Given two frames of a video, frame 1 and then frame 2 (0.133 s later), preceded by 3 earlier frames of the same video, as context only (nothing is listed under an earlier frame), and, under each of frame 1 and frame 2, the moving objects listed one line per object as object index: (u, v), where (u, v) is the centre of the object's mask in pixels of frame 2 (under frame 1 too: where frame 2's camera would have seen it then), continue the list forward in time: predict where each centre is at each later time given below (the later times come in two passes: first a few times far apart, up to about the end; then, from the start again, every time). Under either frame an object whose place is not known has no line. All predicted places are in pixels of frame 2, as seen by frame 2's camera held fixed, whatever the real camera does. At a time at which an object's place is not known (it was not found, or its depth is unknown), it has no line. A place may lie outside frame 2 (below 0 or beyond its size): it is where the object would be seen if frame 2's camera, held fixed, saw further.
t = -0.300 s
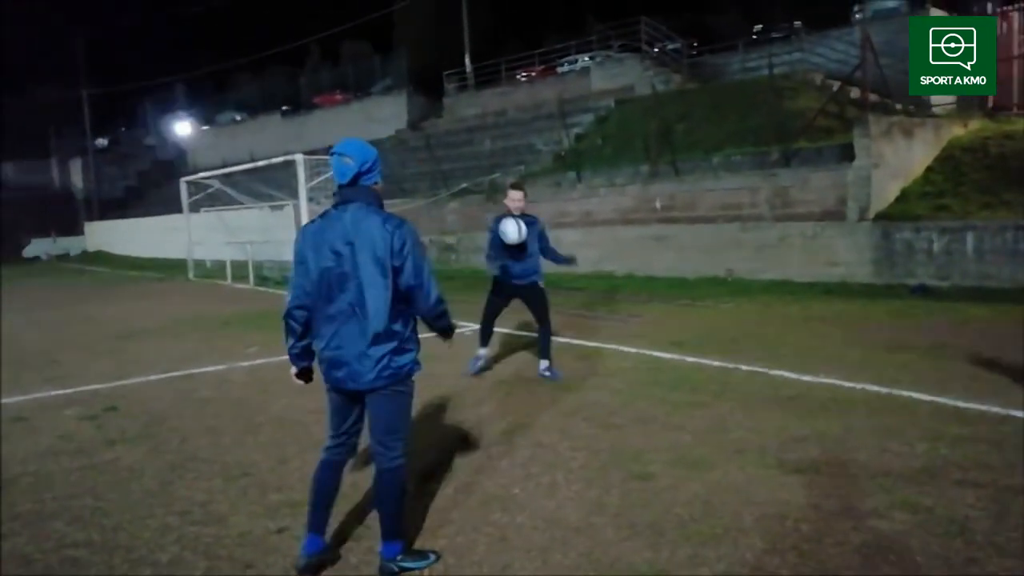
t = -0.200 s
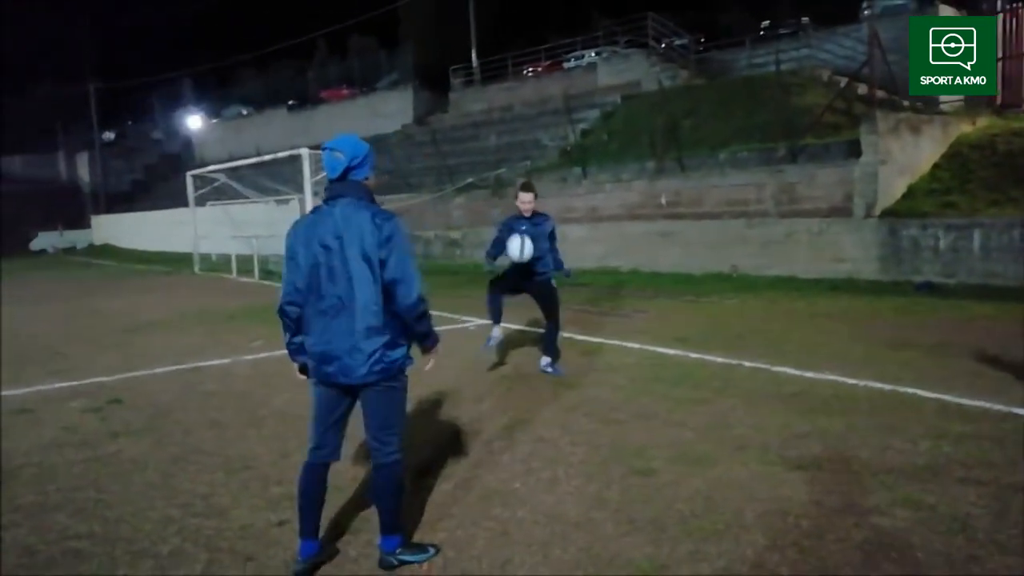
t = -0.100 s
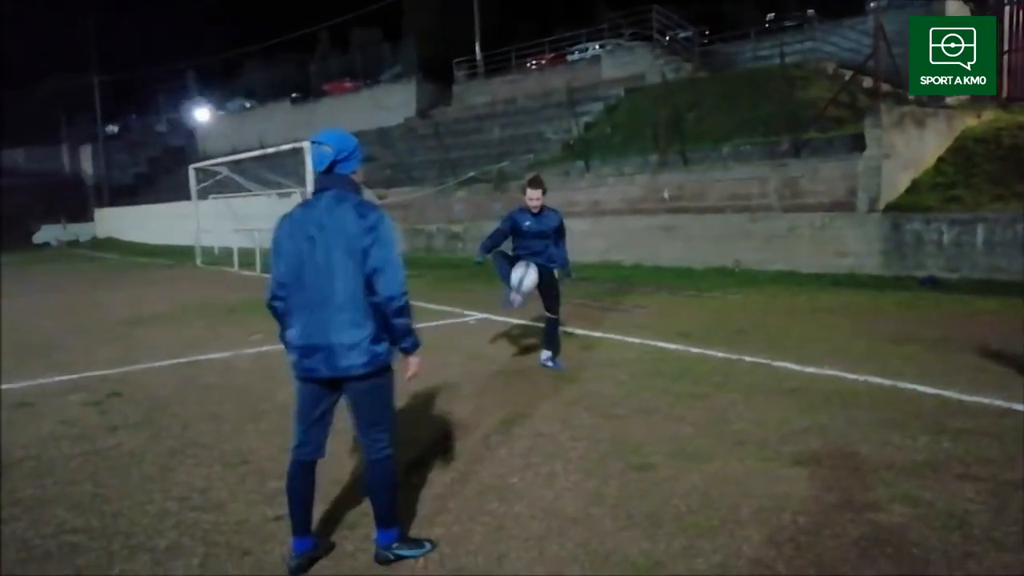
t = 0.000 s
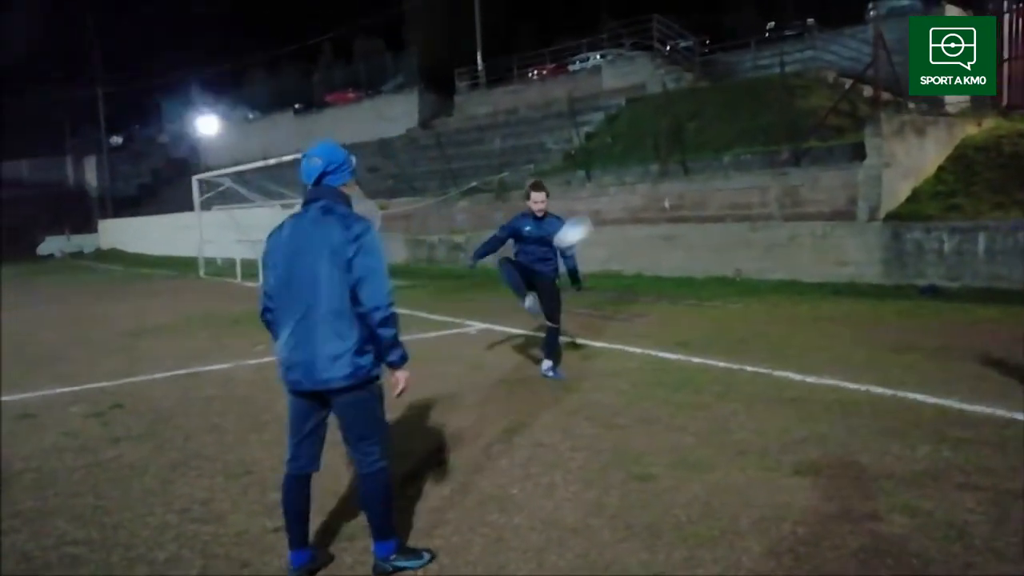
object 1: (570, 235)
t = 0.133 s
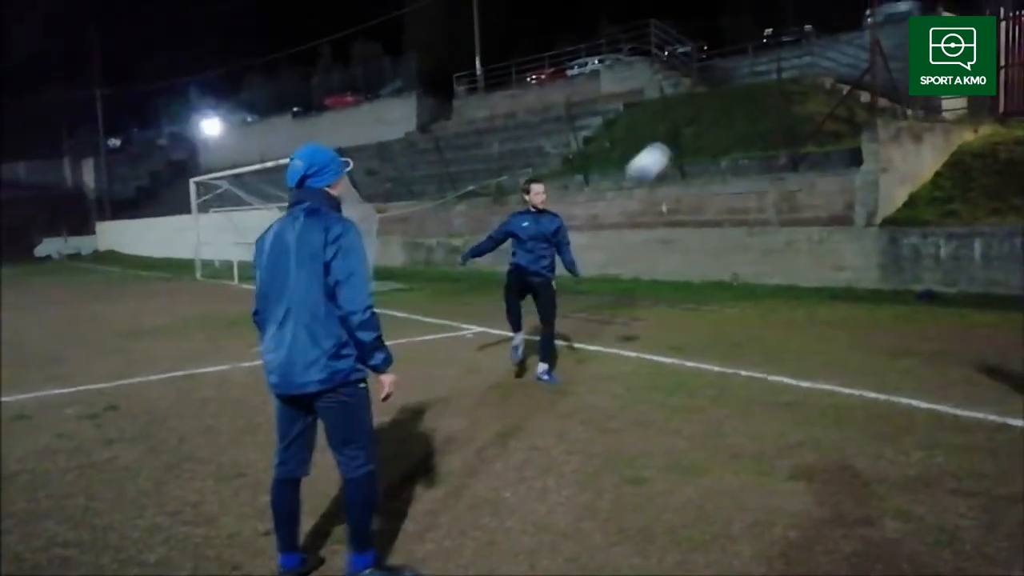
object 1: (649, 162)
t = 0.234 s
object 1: (714, 117)
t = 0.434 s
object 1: (866, 60)
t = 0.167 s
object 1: (669, 146)
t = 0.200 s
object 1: (692, 131)
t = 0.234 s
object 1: (714, 117)
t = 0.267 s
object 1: (738, 104)
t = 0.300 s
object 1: (762, 92)
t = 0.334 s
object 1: (787, 83)
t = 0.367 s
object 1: (812, 74)
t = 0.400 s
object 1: (839, 65)
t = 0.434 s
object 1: (866, 60)
